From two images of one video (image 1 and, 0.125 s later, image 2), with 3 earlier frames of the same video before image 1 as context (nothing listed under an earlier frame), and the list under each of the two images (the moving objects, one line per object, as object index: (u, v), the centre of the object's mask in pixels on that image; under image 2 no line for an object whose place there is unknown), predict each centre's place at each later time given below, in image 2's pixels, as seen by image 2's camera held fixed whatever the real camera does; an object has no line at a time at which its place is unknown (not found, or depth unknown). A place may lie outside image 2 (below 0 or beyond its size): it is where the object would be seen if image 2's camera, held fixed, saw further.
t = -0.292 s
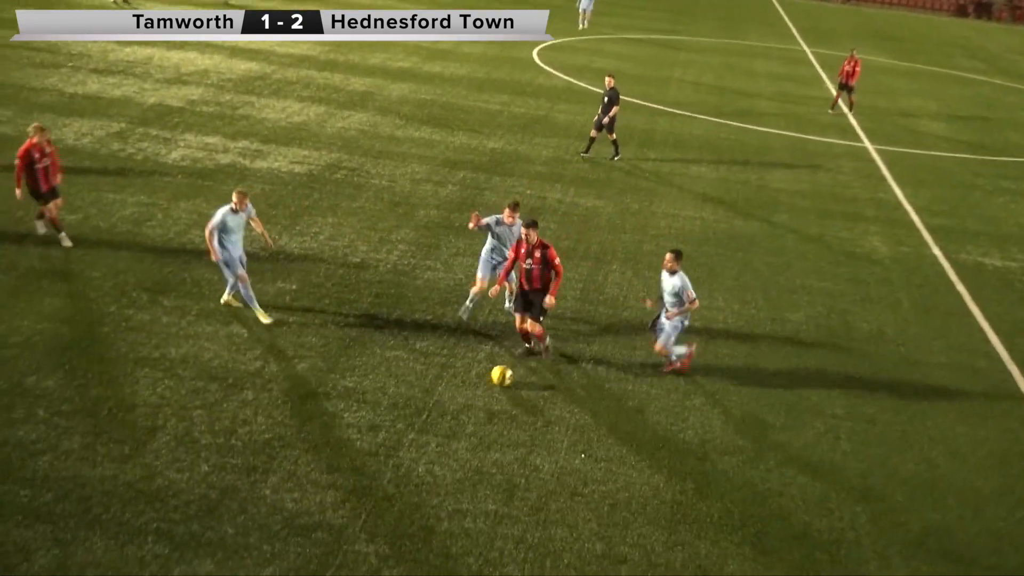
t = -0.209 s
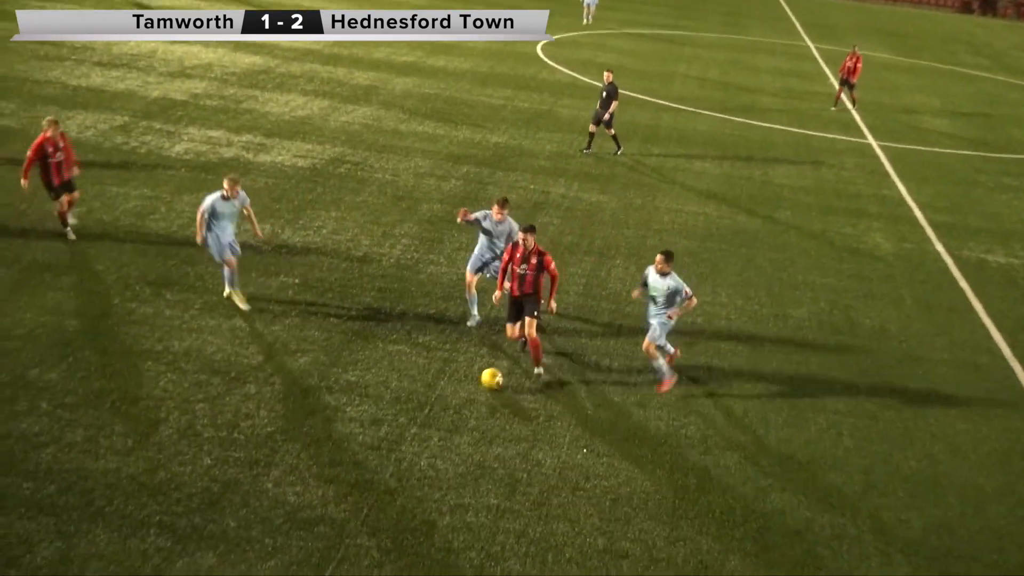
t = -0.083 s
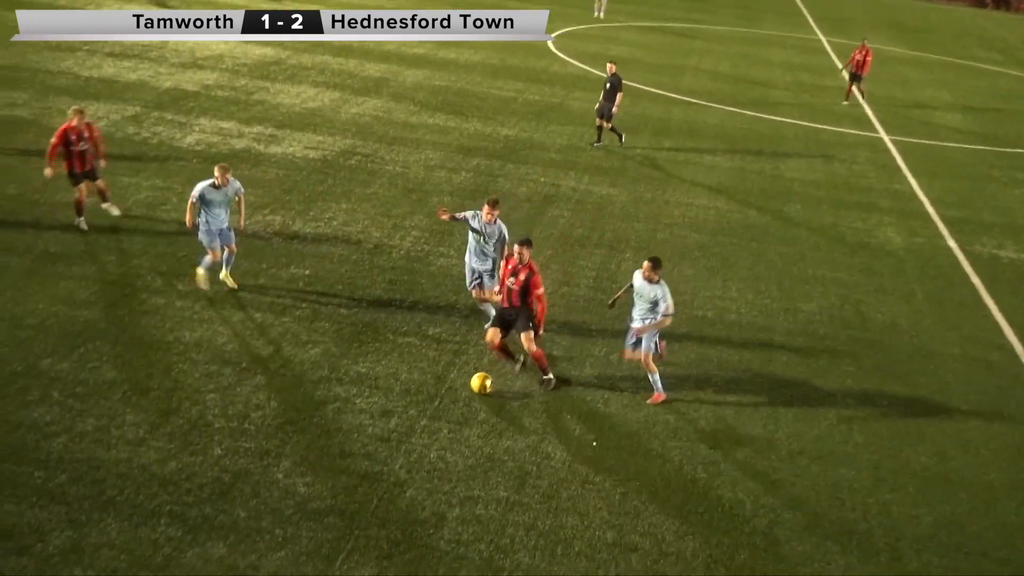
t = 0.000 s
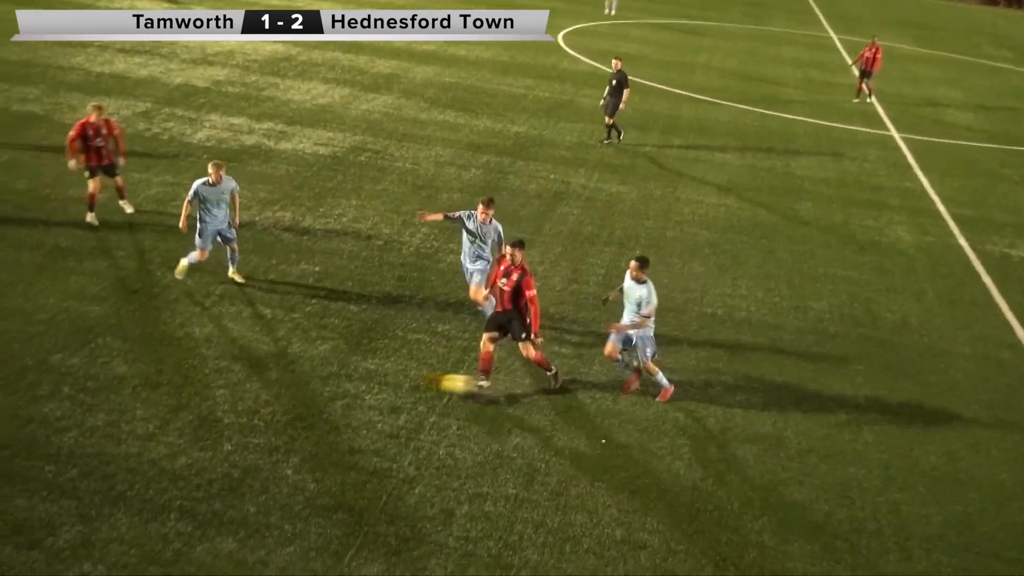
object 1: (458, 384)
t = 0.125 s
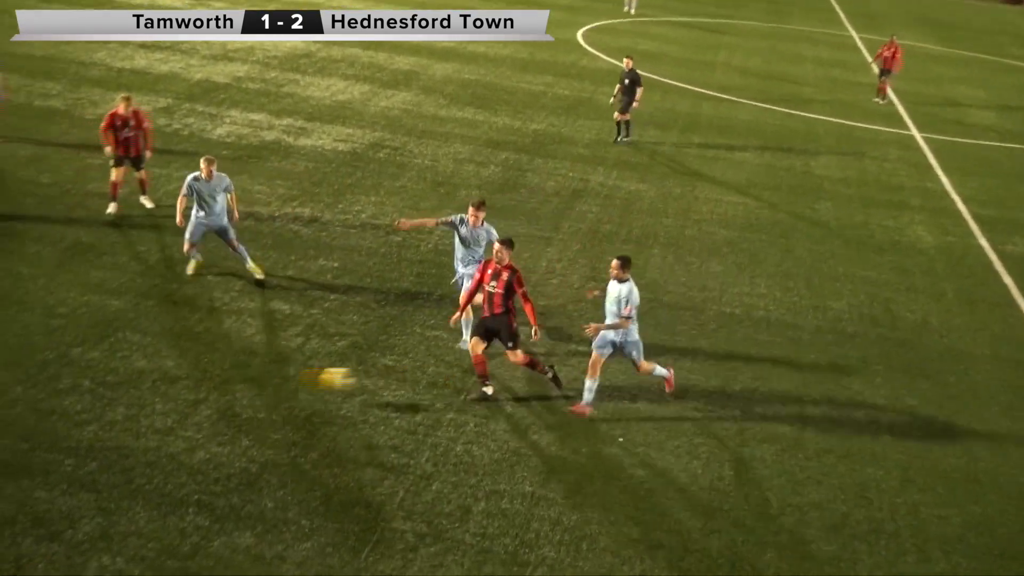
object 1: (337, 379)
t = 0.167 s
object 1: (290, 380)
